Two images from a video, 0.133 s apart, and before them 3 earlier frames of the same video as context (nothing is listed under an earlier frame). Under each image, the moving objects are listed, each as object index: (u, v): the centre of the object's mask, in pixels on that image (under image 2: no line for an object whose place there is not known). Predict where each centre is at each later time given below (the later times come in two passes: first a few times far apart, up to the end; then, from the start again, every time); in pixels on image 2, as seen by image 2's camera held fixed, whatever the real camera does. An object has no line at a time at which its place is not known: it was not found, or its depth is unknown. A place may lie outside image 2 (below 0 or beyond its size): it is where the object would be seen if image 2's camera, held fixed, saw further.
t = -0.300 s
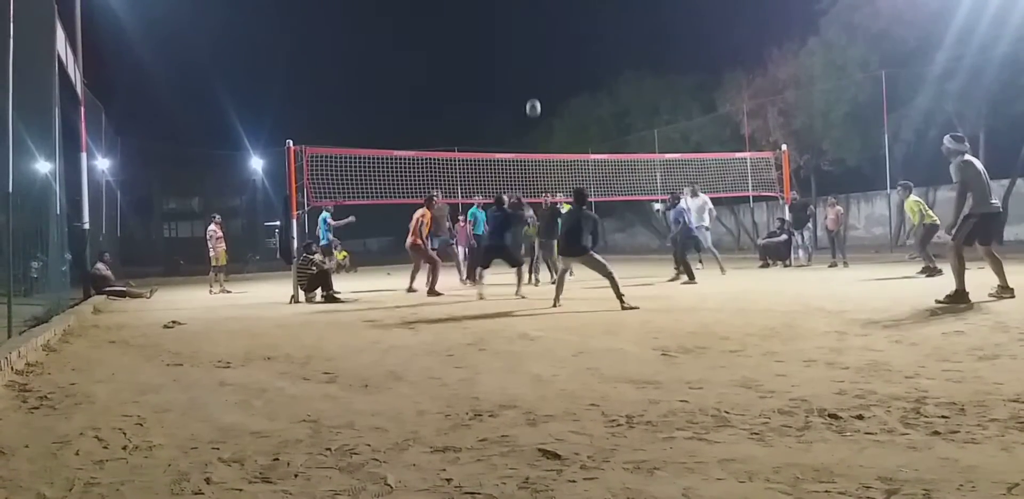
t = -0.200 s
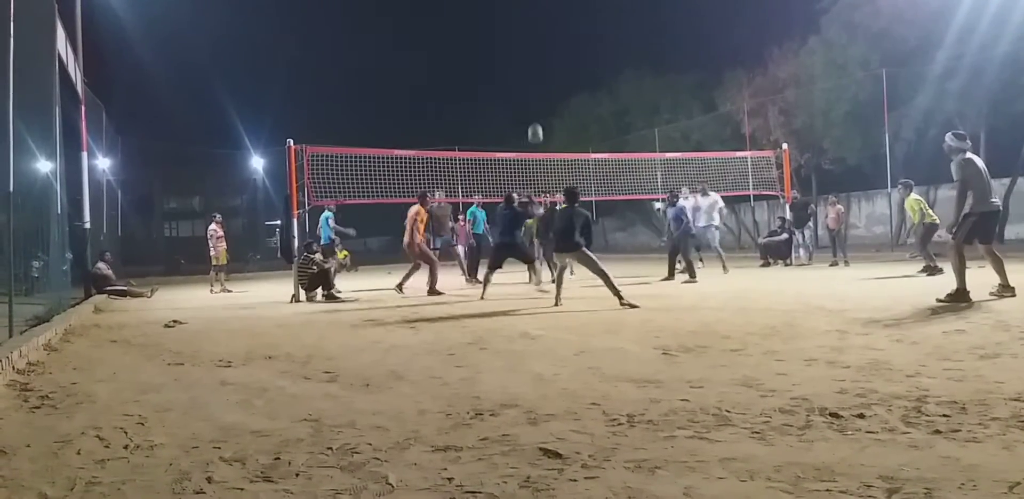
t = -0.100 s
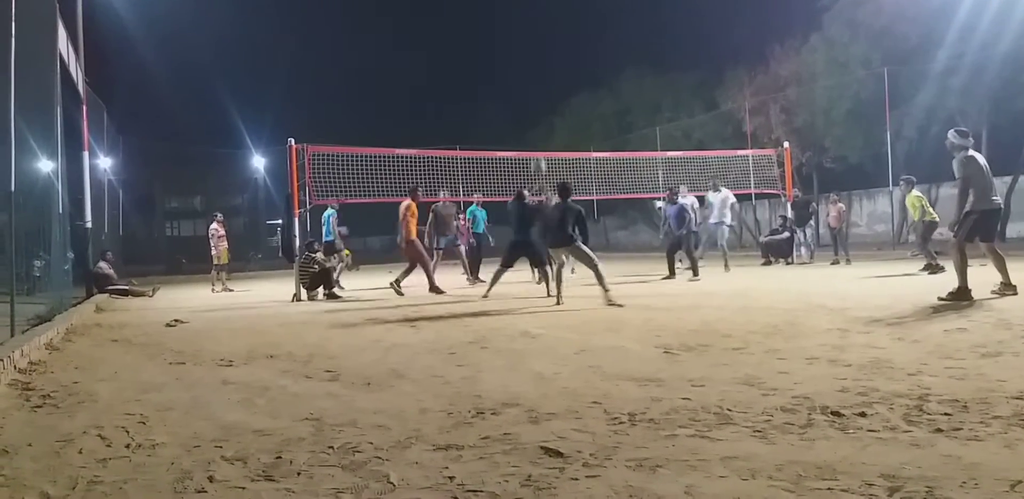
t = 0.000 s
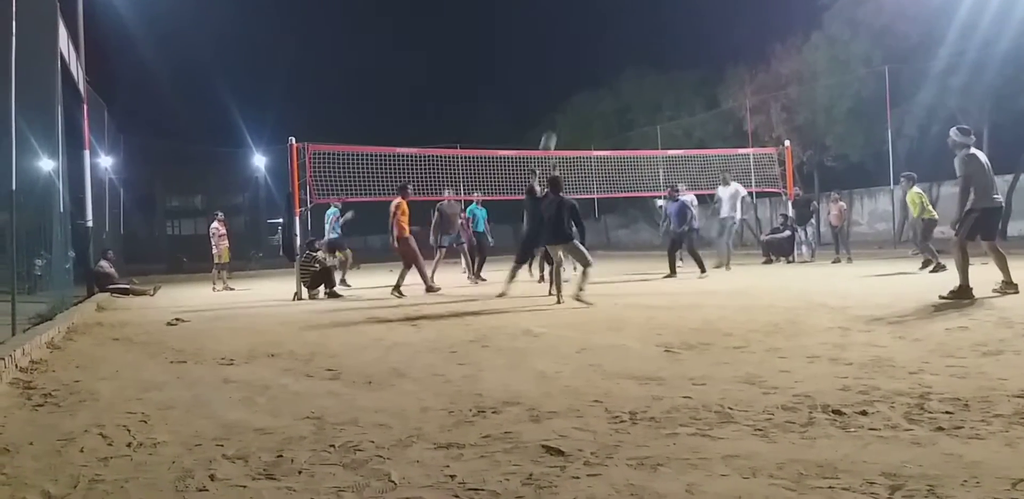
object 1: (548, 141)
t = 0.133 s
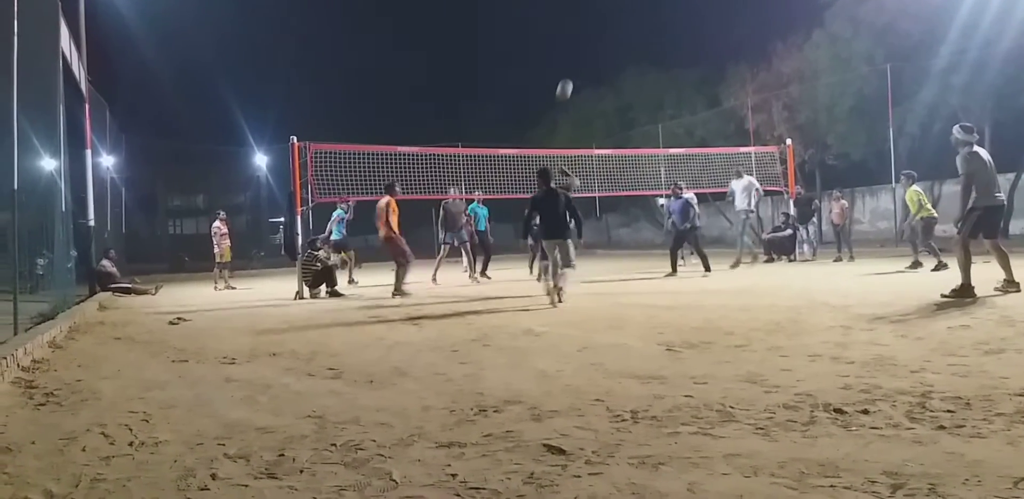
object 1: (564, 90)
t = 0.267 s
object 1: (578, 50)
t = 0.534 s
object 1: (606, 7)
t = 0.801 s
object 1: (633, 10)
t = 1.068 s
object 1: (660, 57)
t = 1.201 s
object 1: (673, 95)
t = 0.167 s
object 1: (568, 79)
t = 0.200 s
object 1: (571, 69)
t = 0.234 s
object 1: (575, 59)
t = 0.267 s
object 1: (578, 50)
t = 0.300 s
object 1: (582, 43)
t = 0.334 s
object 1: (586, 35)
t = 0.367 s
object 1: (589, 28)
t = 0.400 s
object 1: (592, 23)
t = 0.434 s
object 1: (596, 17)
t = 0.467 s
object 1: (599, 13)
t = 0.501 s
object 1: (603, 10)
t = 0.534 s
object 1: (606, 7)
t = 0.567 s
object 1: (610, 5)
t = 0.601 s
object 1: (613, 4)
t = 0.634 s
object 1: (617, 4)
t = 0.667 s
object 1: (620, 4)
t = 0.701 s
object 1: (623, 4)
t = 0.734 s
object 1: (627, 5)
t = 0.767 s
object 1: (630, 8)
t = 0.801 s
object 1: (633, 10)
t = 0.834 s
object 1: (637, 14)
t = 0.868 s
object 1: (640, 18)
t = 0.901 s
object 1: (643, 23)
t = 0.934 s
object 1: (647, 29)
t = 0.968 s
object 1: (650, 35)
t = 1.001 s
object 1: (653, 42)
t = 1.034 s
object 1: (657, 49)
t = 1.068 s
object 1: (660, 57)
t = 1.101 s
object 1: (663, 65)
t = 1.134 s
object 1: (666, 75)
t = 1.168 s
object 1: (669, 84)
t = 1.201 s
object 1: (673, 95)
